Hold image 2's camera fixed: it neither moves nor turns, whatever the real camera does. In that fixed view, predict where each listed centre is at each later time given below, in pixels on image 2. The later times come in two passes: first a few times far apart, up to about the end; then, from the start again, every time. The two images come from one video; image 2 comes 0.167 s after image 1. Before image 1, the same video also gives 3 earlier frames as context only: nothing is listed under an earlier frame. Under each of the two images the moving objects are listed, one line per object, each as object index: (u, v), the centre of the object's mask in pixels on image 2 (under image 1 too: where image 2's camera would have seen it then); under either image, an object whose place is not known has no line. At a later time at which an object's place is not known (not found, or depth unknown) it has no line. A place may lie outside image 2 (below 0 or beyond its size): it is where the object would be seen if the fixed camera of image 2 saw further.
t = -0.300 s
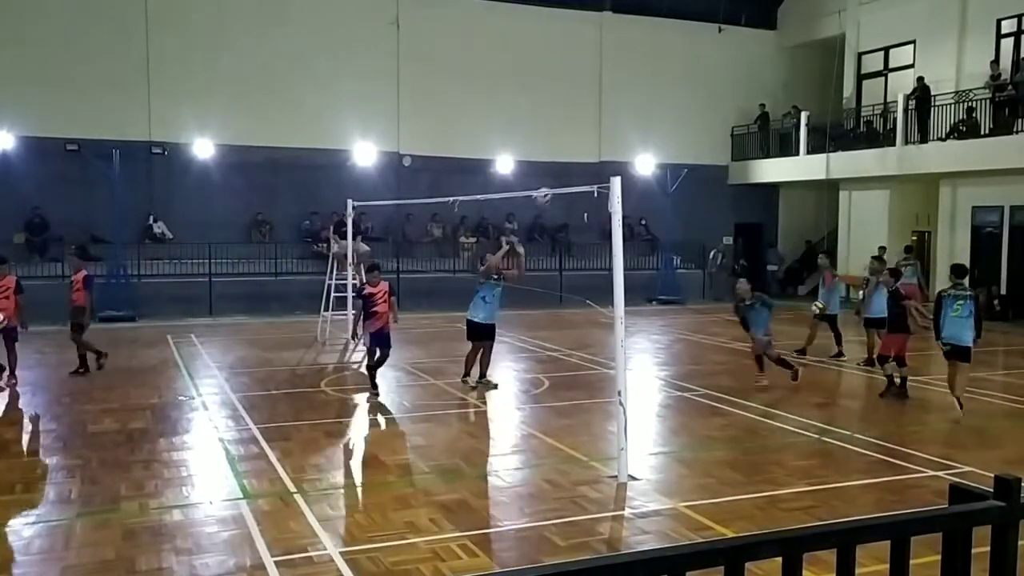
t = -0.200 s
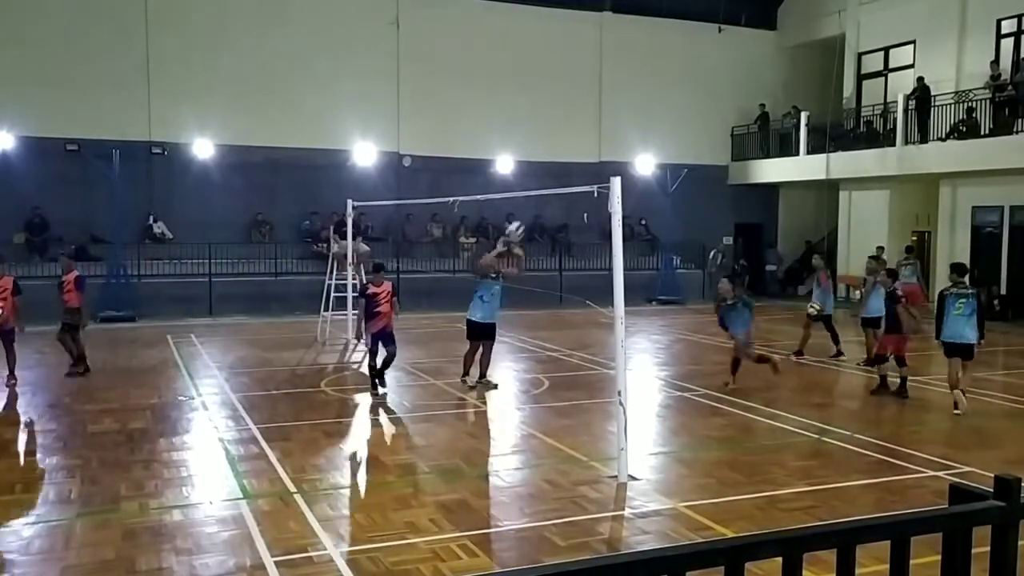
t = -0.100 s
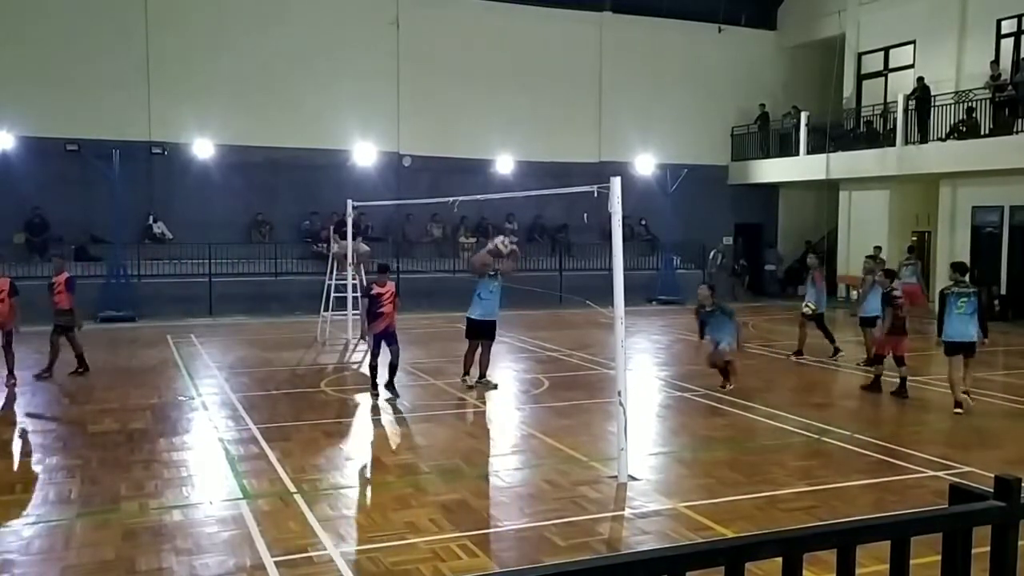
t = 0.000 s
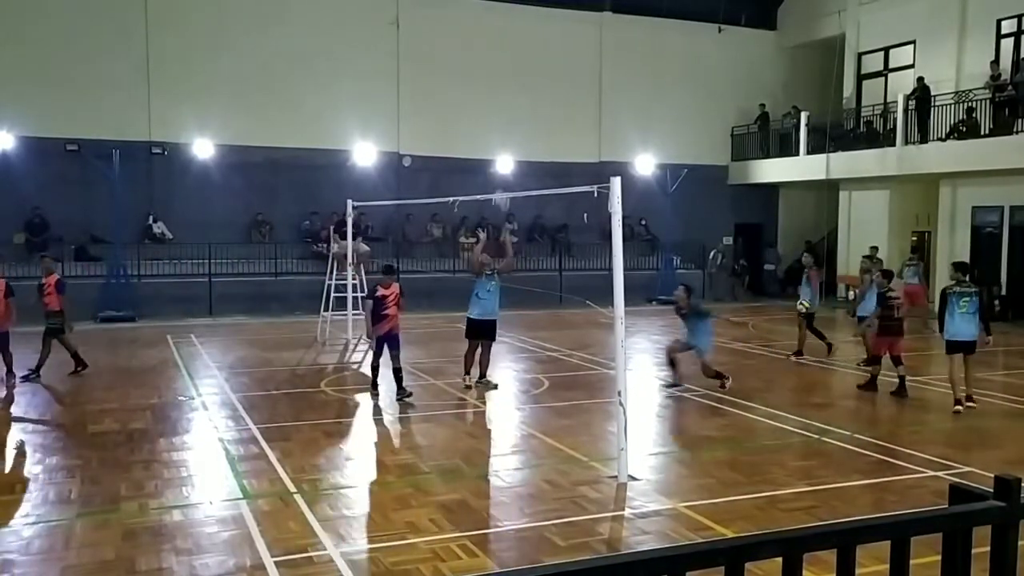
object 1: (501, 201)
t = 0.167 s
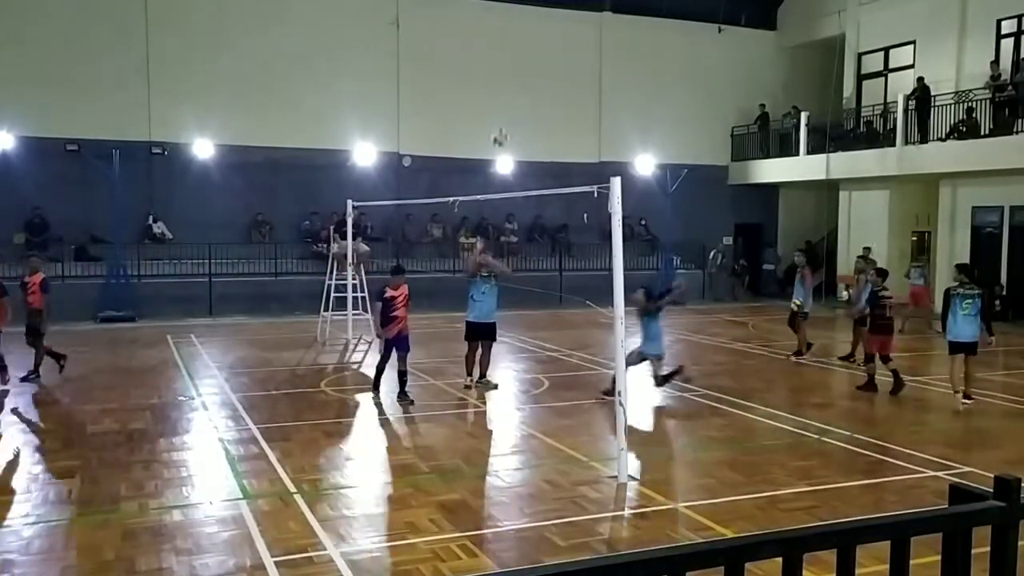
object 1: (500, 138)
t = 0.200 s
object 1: (500, 127)
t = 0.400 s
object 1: (500, 83)
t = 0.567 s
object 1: (501, 71)
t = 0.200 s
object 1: (500, 127)
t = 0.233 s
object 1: (500, 118)
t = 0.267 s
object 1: (500, 108)
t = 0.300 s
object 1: (500, 101)
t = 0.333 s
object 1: (500, 94)
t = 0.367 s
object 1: (500, 88)
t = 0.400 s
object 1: (500, 83)
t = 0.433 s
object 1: (500, 79)
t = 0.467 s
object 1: (500, 76)
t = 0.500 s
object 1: (501, 73)
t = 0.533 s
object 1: (501, 71)
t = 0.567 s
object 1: (501, 71)
